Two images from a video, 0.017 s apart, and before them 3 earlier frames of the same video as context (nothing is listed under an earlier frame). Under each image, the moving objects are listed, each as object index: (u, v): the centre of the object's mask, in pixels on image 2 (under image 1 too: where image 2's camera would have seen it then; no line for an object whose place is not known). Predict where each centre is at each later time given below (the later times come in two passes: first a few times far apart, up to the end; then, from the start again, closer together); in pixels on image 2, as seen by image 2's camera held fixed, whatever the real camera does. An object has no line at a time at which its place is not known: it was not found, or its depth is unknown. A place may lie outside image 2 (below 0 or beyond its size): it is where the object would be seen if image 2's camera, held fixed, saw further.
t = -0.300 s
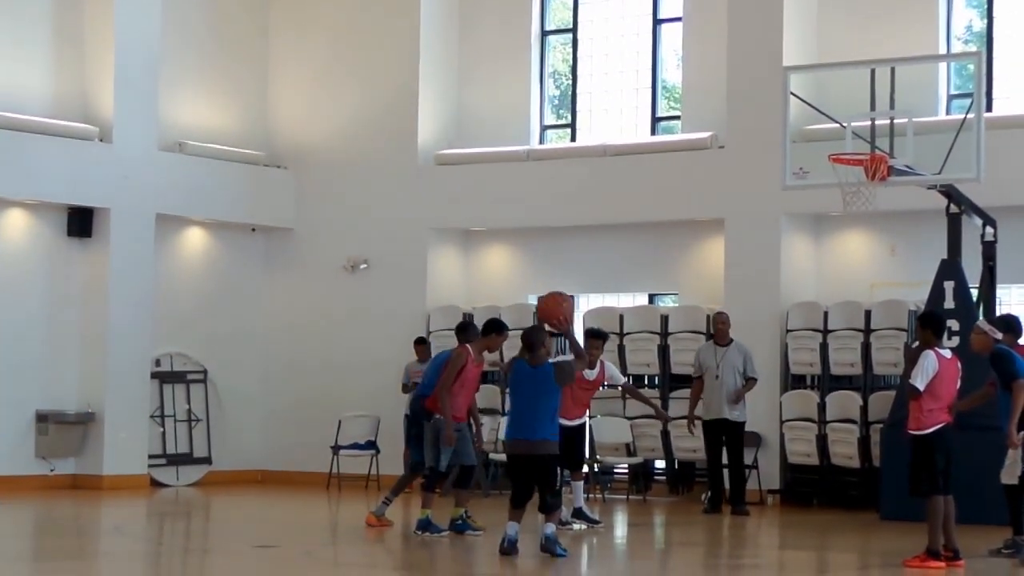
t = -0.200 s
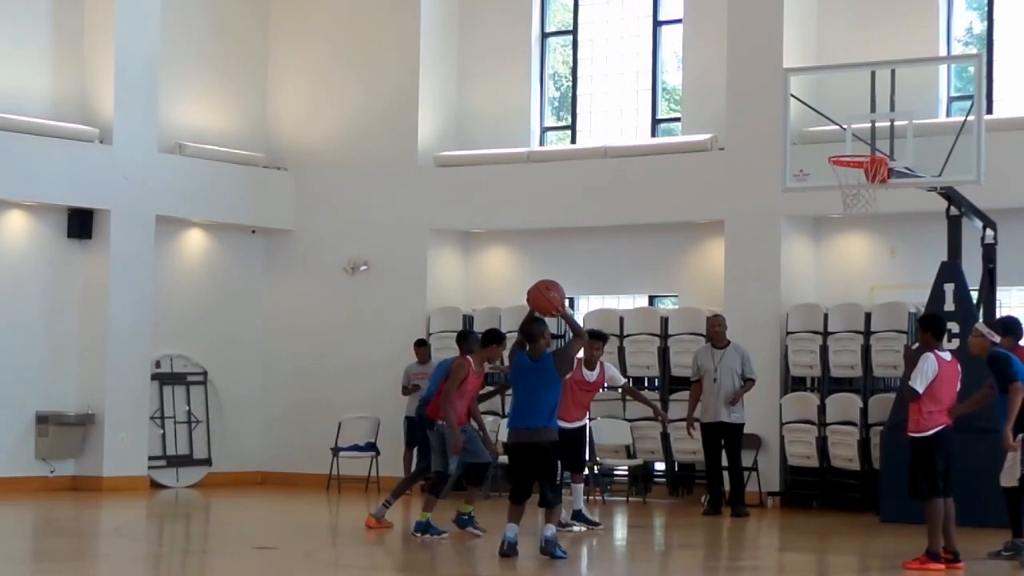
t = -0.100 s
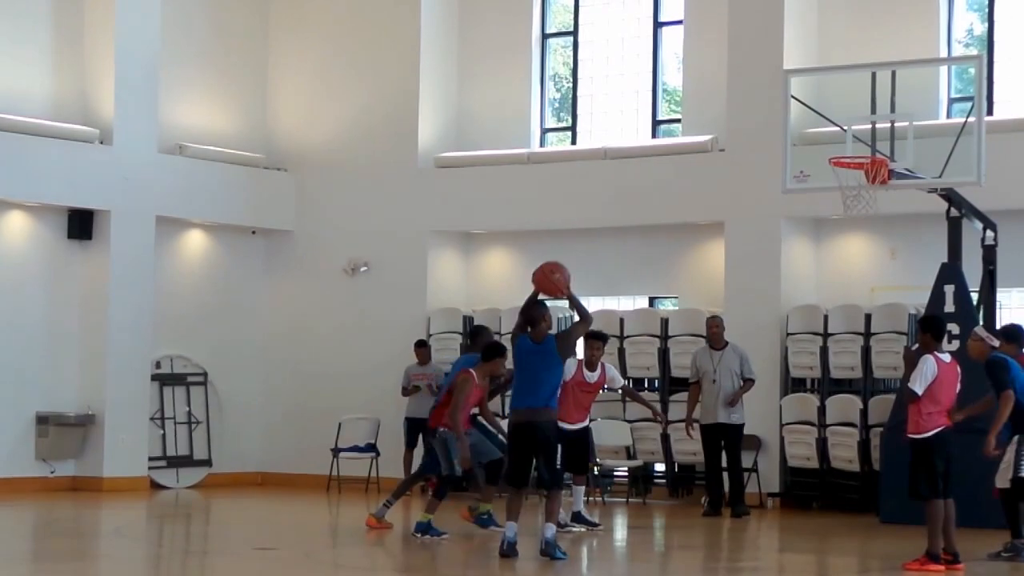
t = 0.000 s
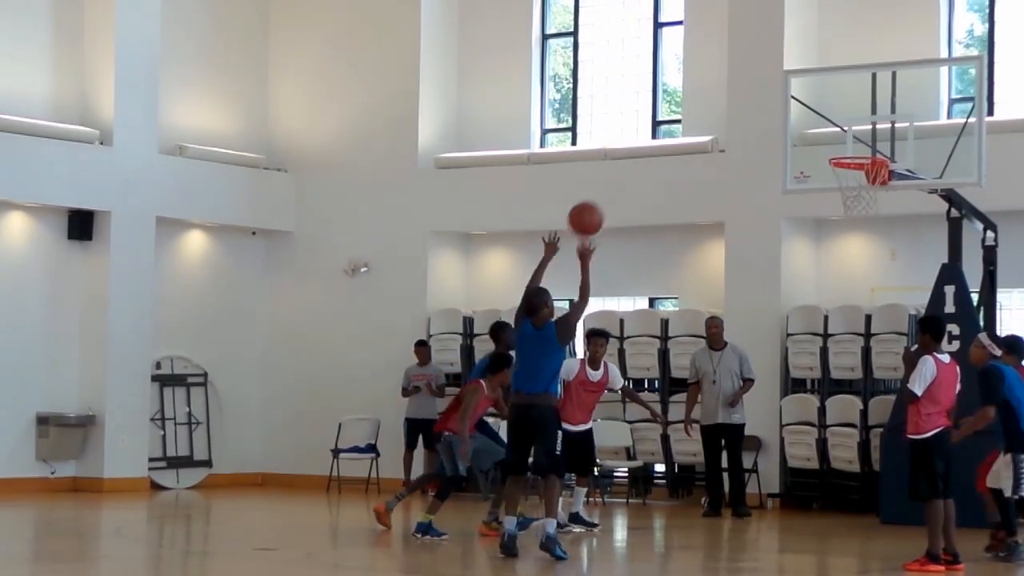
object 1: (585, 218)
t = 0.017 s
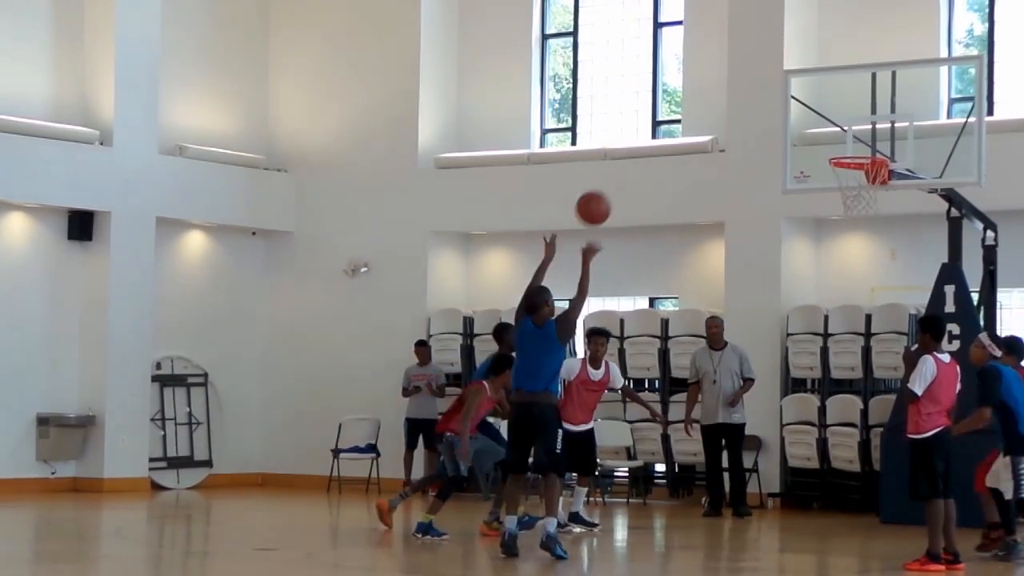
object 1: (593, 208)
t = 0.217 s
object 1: (679, 118)
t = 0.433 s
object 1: (759, 89)
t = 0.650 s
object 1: (830, 119)
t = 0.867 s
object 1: (873, 111)
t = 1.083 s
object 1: (904, 91)
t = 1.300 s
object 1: (934, 128)
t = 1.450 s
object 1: (956, 190)
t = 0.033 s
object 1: (600, 198)
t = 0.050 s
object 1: (608, 188)
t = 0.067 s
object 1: (615, 179)
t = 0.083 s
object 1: (622, 171)
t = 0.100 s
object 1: (630, 163)
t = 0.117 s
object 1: (637, 156)
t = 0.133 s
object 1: (644, 149)
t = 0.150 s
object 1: (651, 142)
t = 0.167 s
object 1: (658, 135)
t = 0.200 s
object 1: (671, 123)
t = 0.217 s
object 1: (679, 118)
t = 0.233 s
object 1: (685, 113)
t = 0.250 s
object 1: (691, 109)
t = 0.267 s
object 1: (698, 106)
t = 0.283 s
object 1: (704, 102)
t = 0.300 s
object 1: (710, 99)
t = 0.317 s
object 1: (716, 97)
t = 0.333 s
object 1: (722, 95)
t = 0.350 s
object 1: (729, 93)
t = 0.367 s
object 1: (734, 92)
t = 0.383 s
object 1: (741, 90)
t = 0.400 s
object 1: (747, 89)
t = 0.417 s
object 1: (753, 89)
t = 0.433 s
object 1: (759, 89)
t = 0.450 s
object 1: (764, 89)
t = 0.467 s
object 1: (770, 89)
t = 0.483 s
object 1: (776, 91)
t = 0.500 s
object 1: (781, 92)
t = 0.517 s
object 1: (787, 93)
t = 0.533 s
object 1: (793, 96)
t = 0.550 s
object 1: (798, 98)
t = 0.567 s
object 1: (804, 101)
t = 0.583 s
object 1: (810, 104)
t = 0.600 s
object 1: (815, 107)
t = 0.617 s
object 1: (820, 111)
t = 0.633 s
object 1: (825, 115)
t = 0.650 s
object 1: (830, 119)
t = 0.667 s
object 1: (835, 124)
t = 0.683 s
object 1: (841, 129)
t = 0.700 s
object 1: (845, 135)
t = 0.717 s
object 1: (850, 140)
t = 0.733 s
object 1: (855, 146)
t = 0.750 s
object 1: (857, 146)
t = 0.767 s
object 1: (859, 140)
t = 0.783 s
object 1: (861, 134)
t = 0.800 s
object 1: (864, 130)
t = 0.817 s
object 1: (866, 125)
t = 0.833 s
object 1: (869, 120)
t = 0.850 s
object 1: (871, 115)
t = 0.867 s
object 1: (873, 111)
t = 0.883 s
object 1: (875, 108)
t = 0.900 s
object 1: (878, 105)
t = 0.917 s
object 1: (881, 102)
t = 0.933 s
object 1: (883, 99)
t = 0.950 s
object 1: (885, 97)
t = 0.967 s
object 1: (886, 95)
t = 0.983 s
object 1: (889, 93)
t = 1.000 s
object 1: (892, 92)
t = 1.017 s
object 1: (894, 91)
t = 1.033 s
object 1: (897, 90)
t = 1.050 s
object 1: (899, 90)
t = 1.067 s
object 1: (902, 90)
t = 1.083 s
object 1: (904, 91)
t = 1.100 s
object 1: (906, 91)
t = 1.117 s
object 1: (909, 93)
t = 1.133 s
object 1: (910, 94)
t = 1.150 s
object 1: (913, 96)
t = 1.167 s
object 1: (915, 98)
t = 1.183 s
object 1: (918, 101)
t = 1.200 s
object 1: (920, 103)
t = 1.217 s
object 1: (922, 106)
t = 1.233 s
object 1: (925, 110)
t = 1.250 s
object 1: (927, 114)
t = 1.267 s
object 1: (930, 118)
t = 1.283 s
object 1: (932, 123)
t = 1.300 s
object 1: (934, 128)
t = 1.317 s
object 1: (937, 134)
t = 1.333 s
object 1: (939, 139)
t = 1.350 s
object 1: (942, 145)
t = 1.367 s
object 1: (944, 152)
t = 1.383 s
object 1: (947, 159)
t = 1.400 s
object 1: (949, 166)
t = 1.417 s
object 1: (952, 173)
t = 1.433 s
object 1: (954, 182)
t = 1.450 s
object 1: (956, 190)
